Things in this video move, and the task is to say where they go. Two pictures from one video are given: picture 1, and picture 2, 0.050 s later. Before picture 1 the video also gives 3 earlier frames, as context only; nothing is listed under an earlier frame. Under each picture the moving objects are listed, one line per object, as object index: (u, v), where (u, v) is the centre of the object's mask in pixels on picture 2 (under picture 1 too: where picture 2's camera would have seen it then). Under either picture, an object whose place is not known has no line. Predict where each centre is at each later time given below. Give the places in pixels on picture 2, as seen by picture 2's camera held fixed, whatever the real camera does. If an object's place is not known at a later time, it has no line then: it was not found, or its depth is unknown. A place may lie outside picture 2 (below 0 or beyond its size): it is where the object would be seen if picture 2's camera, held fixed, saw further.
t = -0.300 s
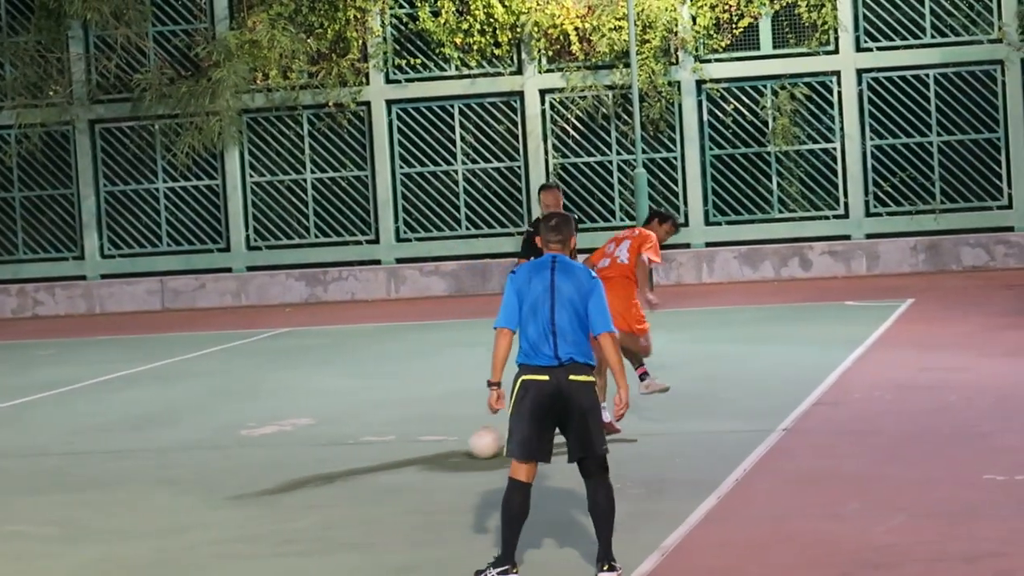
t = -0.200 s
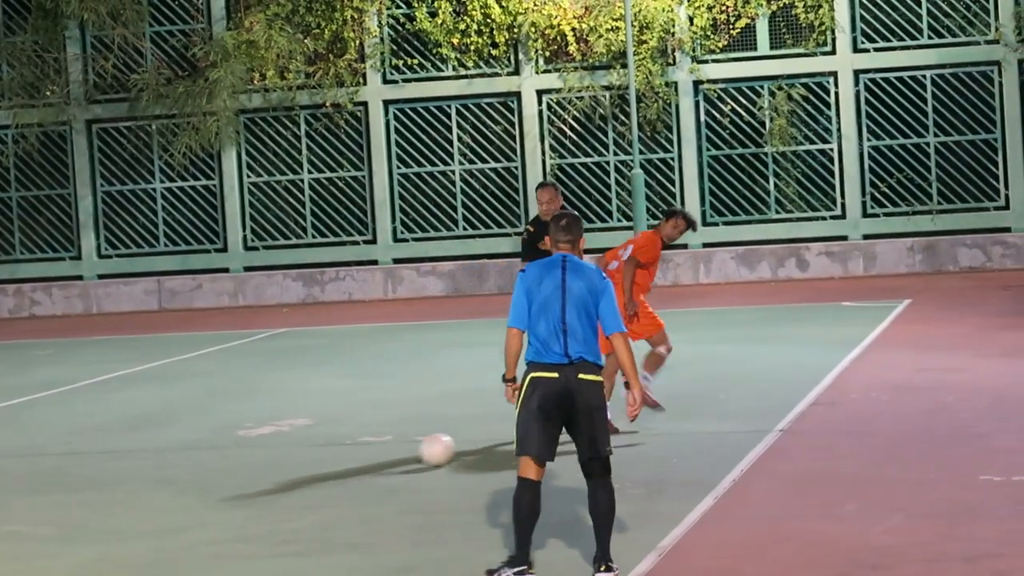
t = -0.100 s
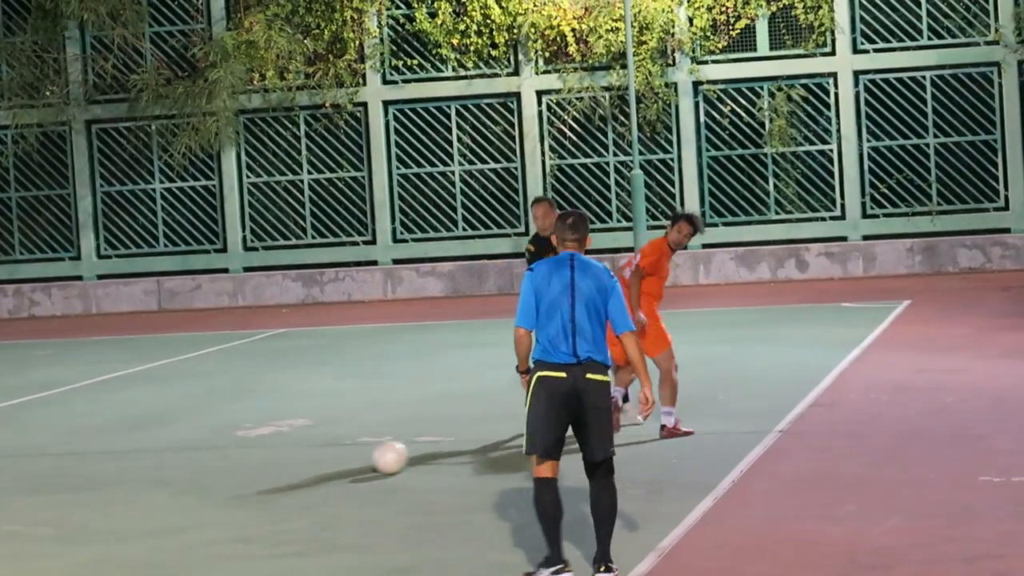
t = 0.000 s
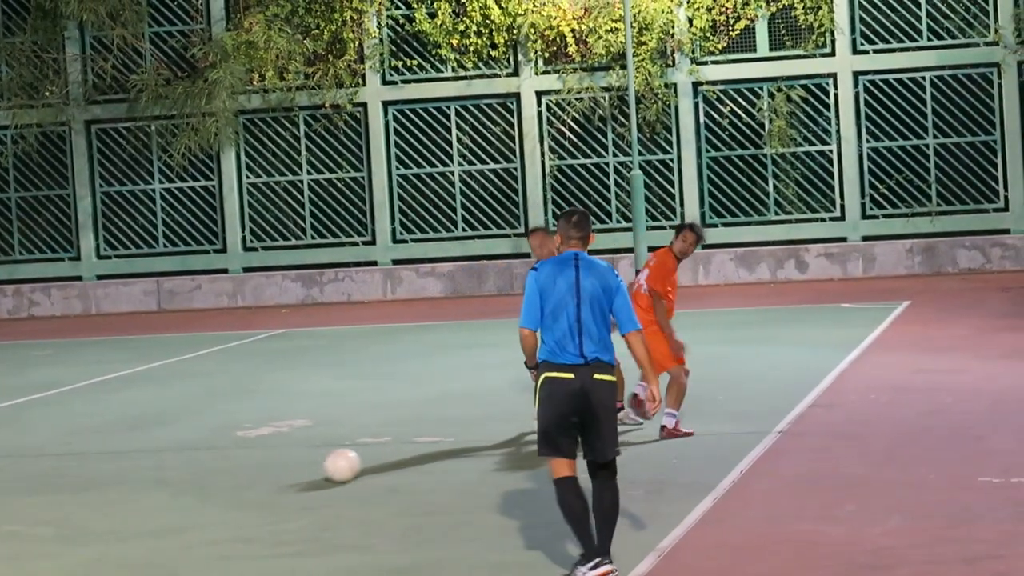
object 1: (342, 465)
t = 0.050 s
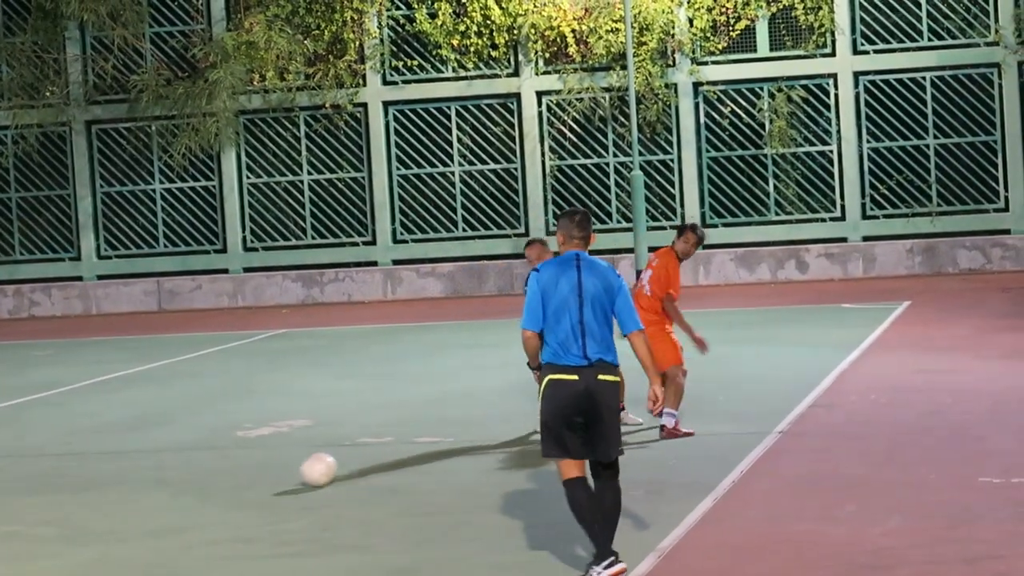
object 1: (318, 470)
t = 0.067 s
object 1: (310, 470)
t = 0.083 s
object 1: (302, 471)
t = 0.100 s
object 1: (293, 472)
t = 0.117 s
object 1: (285, 474)
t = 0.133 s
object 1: (278, 476)
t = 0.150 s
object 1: (270, 477)
